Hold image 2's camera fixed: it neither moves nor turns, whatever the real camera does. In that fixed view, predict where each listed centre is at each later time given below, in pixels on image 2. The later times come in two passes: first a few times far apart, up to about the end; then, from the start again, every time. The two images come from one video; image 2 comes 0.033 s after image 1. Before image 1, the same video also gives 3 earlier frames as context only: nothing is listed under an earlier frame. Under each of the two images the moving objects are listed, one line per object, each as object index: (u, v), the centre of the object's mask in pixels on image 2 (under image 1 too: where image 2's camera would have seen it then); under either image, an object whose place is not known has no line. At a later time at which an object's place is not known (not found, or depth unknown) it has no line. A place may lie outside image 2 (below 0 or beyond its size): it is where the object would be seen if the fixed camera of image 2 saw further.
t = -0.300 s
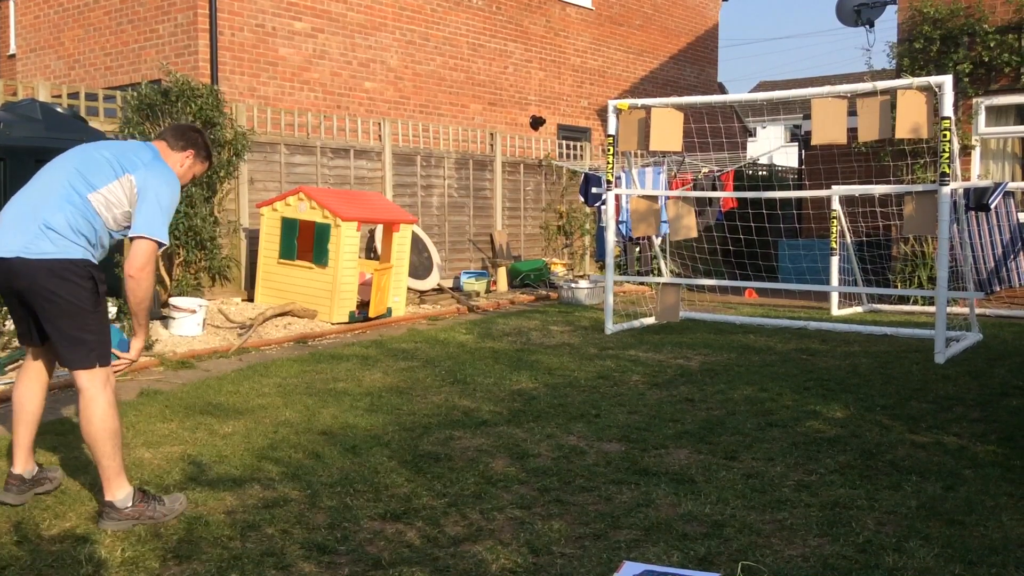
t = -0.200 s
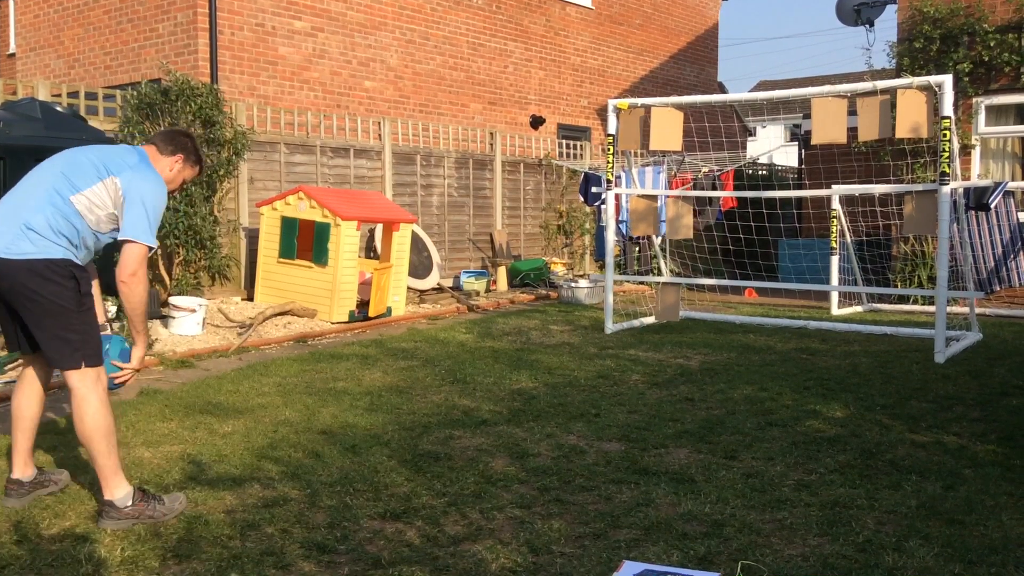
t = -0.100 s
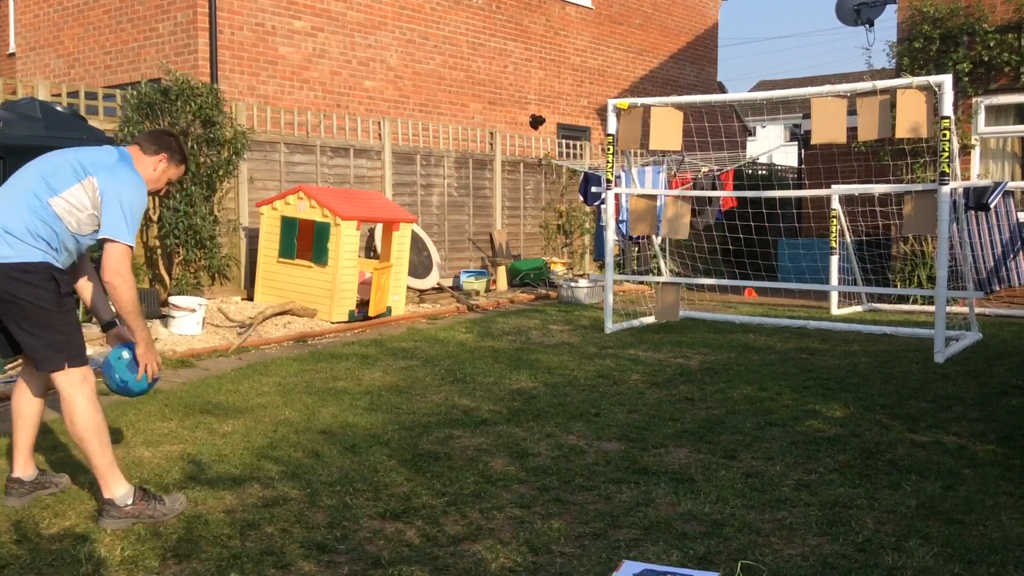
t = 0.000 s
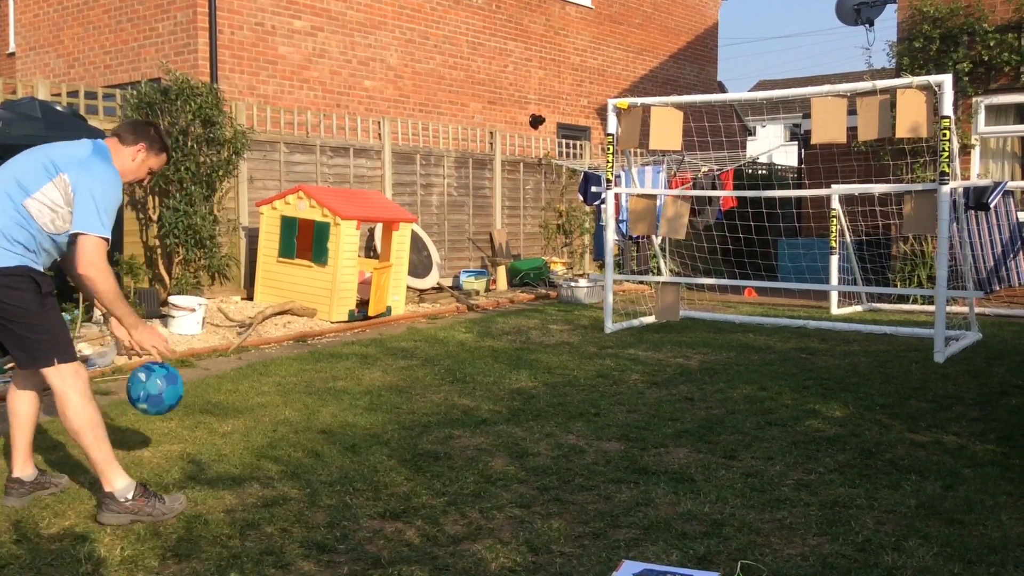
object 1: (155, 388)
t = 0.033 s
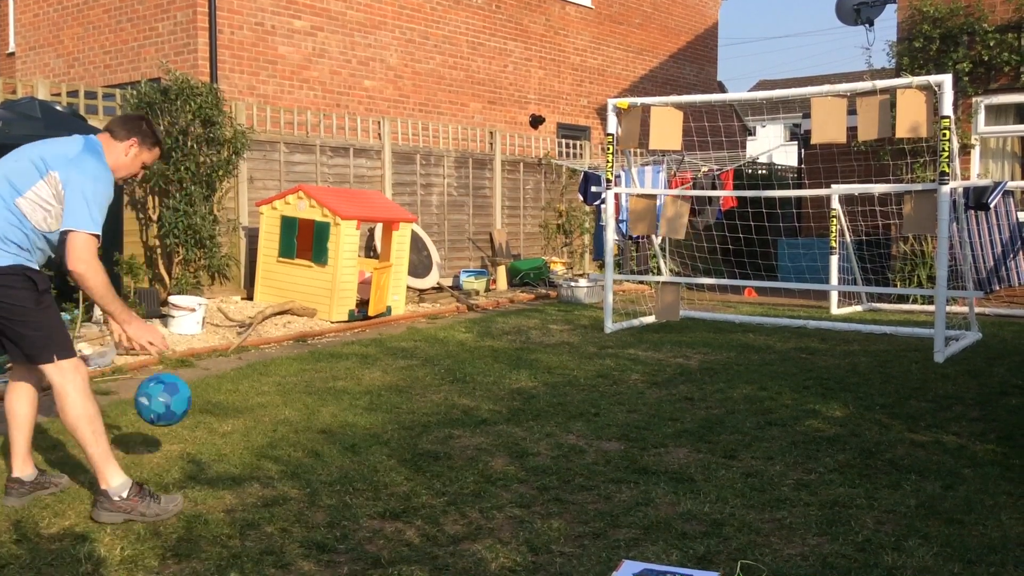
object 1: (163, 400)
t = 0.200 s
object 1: (186, 444)
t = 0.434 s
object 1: (172, 422)
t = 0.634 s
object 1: (167, 442)
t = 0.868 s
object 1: (170, 455)
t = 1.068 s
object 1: (174, 456)
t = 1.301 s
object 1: (180, 458)
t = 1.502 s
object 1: (184, 458)
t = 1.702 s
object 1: (187, 459)
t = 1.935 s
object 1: (188, 459)
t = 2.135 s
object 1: (188, 458)
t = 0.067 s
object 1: (170, 414)
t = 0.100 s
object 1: (178, 431)
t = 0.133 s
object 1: (186, 450)
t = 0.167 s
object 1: (187, 457)
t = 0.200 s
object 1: (186, 444)
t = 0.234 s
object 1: (184, 433)
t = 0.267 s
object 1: (182, 424)
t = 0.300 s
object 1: (180, 419)
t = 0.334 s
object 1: (178, 416)
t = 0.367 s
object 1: (176, 415)
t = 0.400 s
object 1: (174, 417)
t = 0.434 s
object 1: (172, 422)
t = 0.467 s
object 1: (171, 429)
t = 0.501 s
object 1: (169, 439)
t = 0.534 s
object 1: (167, 452)
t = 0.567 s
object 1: (166, 456)
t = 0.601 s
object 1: (166, 449)
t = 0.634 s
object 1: (167, 442)
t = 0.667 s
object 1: (167, 439)
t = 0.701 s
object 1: (168, 438)
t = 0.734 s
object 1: (168, 440)
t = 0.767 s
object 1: (169, 444)
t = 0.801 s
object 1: (169, 452)
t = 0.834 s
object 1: (170, 458)
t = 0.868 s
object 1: (170, 455)
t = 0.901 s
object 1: (171, 452)
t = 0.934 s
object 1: (172, 451)
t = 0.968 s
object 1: (172, 453)
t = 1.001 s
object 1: (173, 457)
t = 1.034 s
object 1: (174, 457)
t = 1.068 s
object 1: (174, 456)
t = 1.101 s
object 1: (175, 456)
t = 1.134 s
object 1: (176, 458)
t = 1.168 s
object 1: (176, 457)
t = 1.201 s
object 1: (177, 458)
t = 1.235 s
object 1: (178, 458)
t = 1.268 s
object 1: (179, 458)
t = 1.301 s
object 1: (180, 458)
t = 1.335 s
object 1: (180, 458)
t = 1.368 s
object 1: (181, 458)
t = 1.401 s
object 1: (182, 458)
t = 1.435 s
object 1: (182, 458)
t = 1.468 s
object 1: (183, 458)
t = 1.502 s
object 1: (184, 458)
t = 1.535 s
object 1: (184, 458)
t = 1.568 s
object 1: (185, 458)
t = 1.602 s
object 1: (186, 459)
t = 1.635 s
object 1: (186, 459)
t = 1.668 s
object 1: (186, 458)
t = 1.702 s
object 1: (187, 459)
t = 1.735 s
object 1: (187, 459)
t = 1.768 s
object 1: (187, 459)
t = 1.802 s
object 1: (187, 459)
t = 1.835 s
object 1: (188, 459)
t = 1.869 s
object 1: (188, 459)
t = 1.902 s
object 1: (188, 459)
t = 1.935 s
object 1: (188, 459)
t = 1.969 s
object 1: (188, 458)
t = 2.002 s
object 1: (188, 459)
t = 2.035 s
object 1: (188, 459)
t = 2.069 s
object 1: (188, 459)
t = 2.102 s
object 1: (188, 459)
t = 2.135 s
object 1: (188, 458)
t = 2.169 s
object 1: (188, 458)
